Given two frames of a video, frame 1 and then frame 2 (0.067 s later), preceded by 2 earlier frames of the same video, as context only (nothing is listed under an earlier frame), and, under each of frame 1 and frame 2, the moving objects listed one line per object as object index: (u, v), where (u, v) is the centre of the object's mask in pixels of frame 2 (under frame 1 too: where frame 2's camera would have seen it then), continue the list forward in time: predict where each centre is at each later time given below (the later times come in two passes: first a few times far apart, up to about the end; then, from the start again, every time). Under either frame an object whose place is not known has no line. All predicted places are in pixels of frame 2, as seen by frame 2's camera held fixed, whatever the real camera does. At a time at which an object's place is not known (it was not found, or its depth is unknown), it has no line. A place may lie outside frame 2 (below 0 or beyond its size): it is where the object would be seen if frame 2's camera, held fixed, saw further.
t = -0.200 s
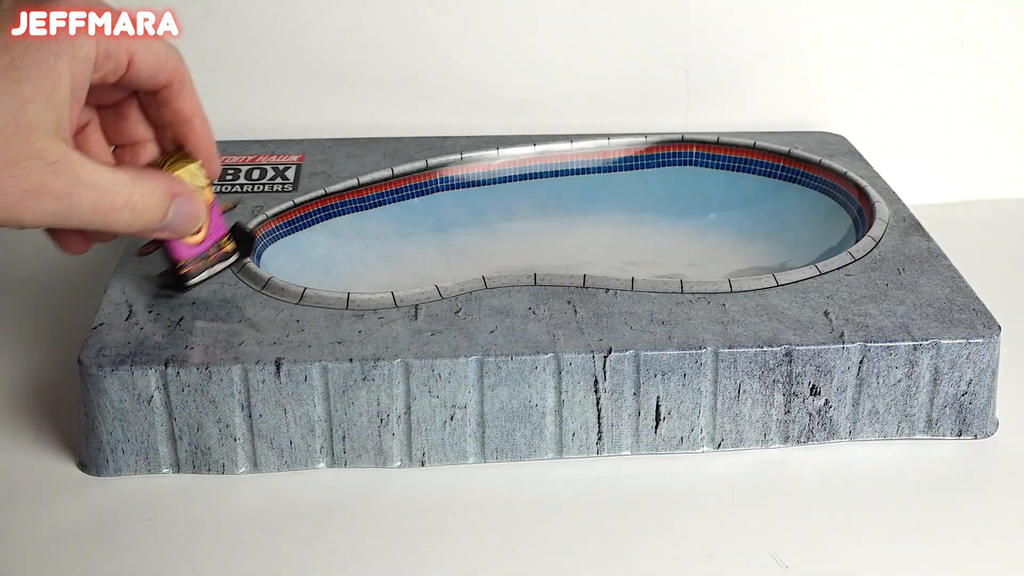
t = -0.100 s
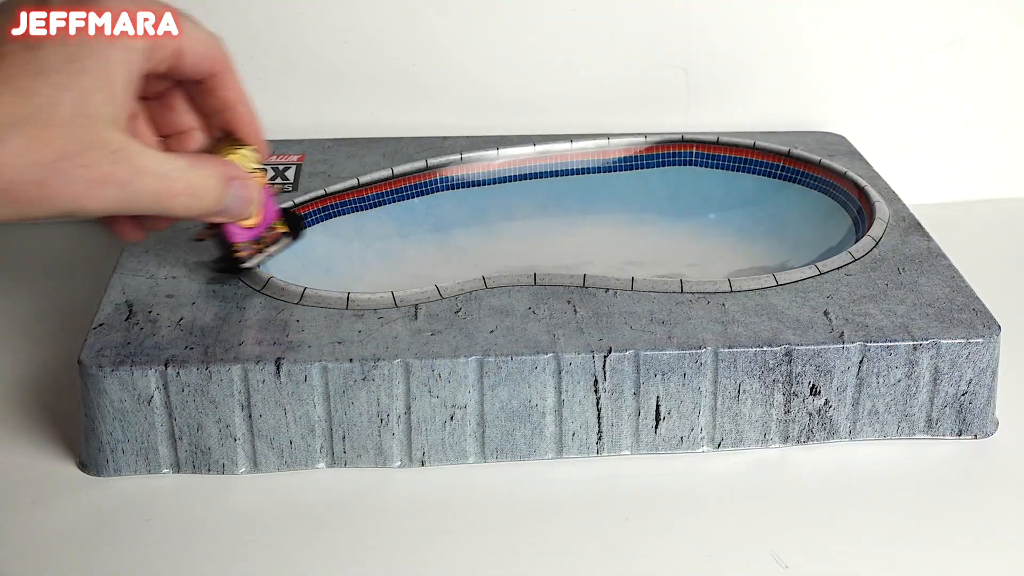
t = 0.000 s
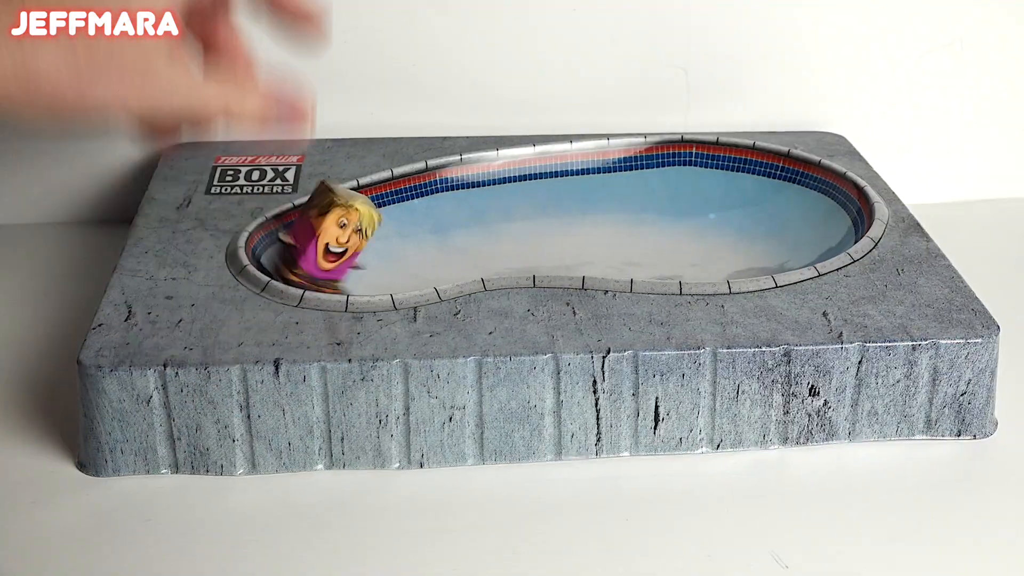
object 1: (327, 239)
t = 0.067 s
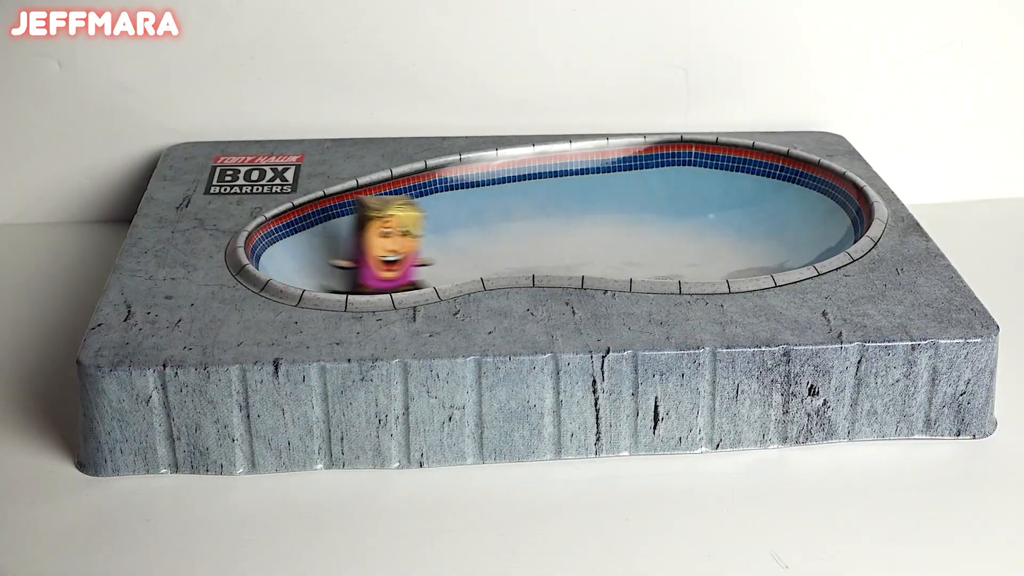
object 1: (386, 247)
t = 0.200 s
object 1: (536, 226)
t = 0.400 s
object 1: (714, 196)
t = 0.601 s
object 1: (752, 217)
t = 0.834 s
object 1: (645, 234)
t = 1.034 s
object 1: (592, 230)
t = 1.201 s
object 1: (585, 227)
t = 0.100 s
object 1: (421, 243)
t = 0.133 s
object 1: (459, 236)
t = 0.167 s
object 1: (500, 230)
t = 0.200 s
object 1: (536, 226)
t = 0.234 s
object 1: (571, 223)
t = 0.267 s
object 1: (602, 220)
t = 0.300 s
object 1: (634, 213)
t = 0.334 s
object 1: (664, 206)
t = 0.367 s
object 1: (691, 201)
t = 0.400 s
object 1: (714, 196)
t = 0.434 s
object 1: (732, 193)
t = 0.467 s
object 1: (747, 192)
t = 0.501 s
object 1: (756, 195)
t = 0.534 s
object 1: (759, 201)
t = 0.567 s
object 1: (757, 209)
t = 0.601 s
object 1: (752, 217)
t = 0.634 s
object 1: (742, 226)
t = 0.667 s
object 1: (727, 230)
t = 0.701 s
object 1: (710, 232)
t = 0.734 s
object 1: (693, 234)
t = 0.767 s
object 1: (675, 234)
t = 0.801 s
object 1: (659, 235)
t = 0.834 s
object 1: (645, 234)
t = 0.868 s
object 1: (631, 234)
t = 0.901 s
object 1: (620, 233)
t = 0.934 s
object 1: (610, 233)
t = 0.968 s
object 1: (602, 232)
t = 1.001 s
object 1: (596, 231)
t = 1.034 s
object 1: (592, 230)
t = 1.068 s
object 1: (588, 229)
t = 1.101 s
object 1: (586, 230)
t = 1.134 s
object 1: (585, 229)
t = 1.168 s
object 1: (585, 228)
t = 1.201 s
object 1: (585, 227)
